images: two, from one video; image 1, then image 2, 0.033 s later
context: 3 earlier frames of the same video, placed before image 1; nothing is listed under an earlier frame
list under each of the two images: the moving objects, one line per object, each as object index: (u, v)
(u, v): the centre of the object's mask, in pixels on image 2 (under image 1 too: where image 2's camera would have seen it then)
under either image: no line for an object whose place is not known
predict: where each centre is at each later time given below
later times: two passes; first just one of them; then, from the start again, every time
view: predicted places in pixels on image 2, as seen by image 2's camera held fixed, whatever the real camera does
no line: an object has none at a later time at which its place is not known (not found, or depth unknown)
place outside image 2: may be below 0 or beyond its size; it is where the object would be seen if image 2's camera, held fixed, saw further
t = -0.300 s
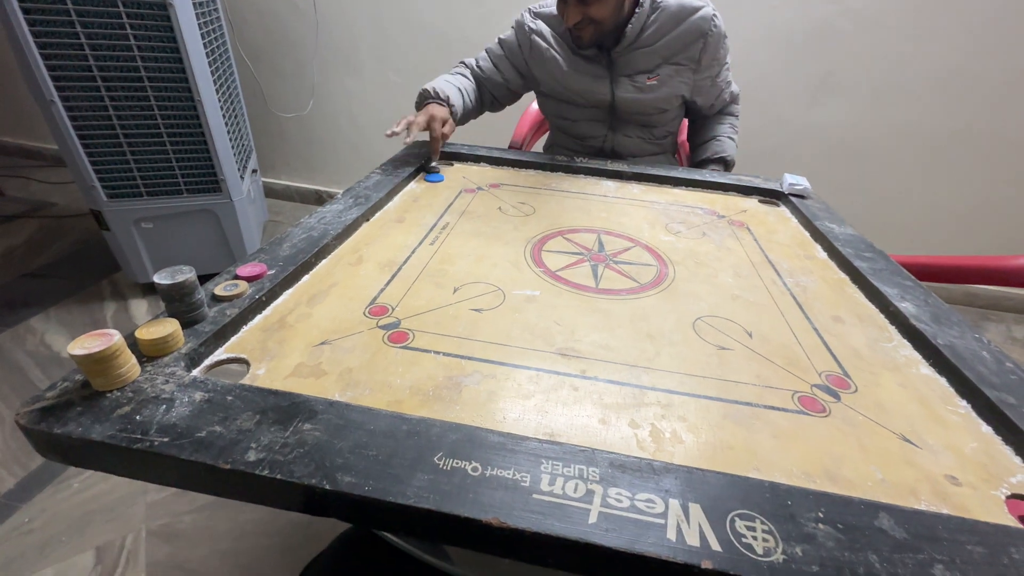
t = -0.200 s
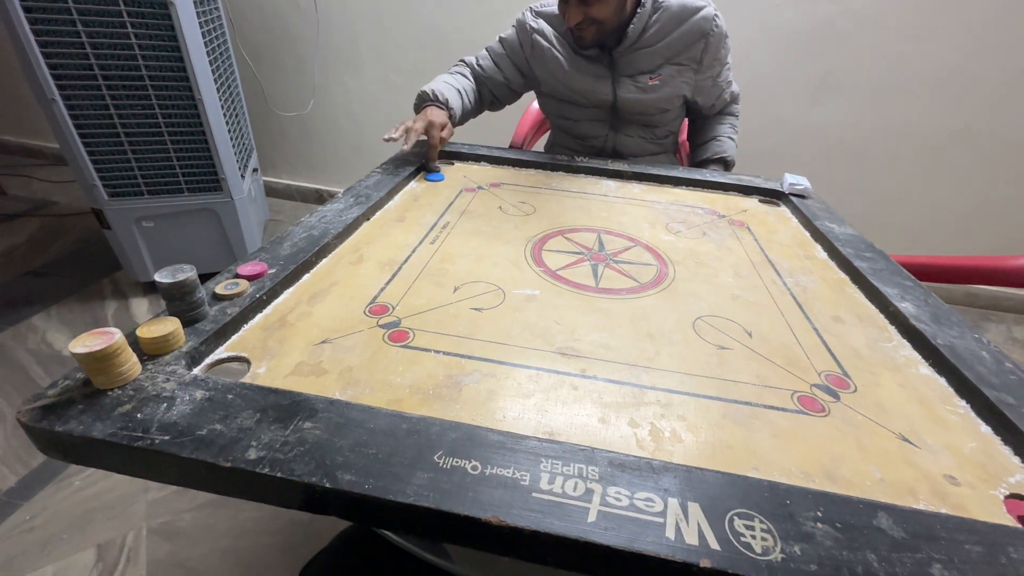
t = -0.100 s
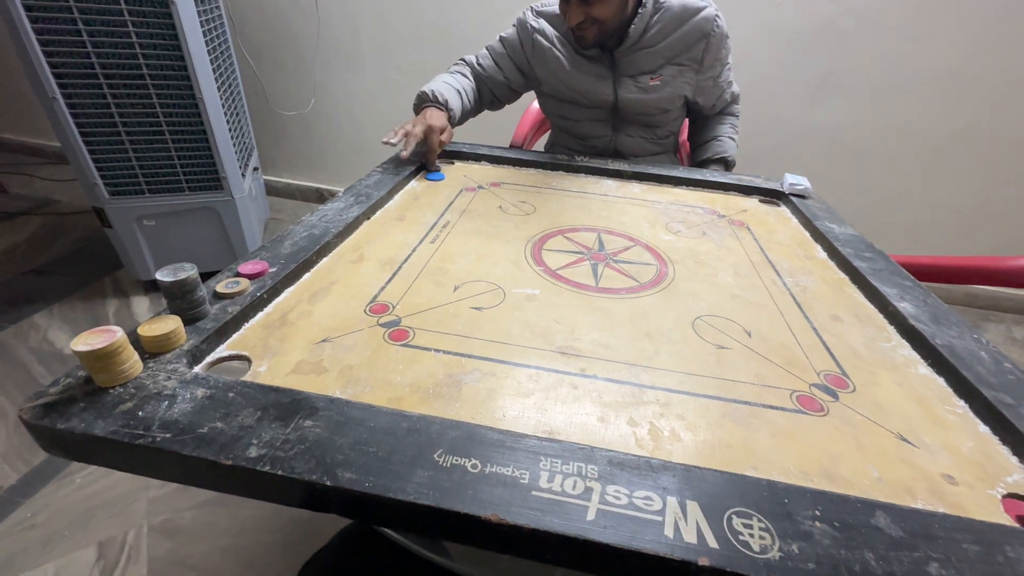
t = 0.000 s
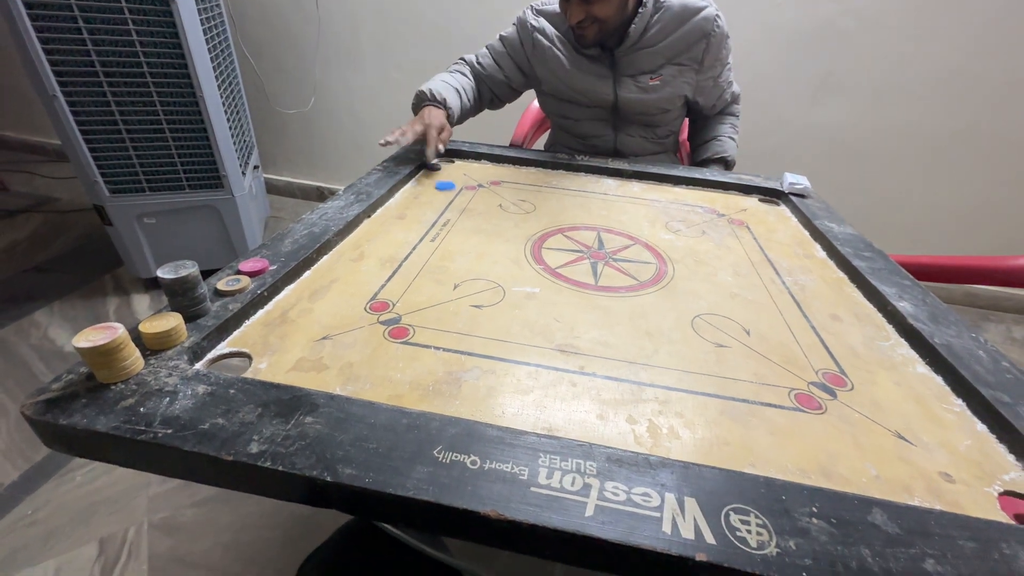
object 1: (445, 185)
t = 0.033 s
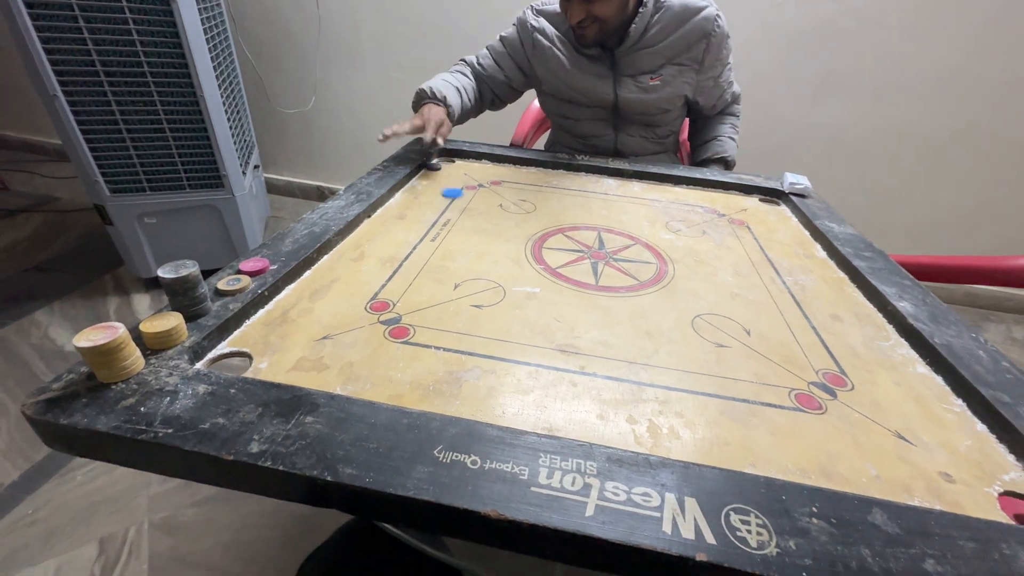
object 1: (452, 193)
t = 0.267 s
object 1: (500, 249)
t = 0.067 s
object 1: (459, 201)
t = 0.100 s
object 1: (466, 208)
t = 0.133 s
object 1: (472, 216)
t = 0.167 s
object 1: (480, 224)
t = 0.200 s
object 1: (486, 233)
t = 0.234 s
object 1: (493, 241)
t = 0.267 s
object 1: (500, 249)
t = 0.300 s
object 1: (507, 258)
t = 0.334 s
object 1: (514, 266)
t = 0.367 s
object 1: (521, 275)
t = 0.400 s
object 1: (528, 283)
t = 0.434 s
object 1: (534, 290)
